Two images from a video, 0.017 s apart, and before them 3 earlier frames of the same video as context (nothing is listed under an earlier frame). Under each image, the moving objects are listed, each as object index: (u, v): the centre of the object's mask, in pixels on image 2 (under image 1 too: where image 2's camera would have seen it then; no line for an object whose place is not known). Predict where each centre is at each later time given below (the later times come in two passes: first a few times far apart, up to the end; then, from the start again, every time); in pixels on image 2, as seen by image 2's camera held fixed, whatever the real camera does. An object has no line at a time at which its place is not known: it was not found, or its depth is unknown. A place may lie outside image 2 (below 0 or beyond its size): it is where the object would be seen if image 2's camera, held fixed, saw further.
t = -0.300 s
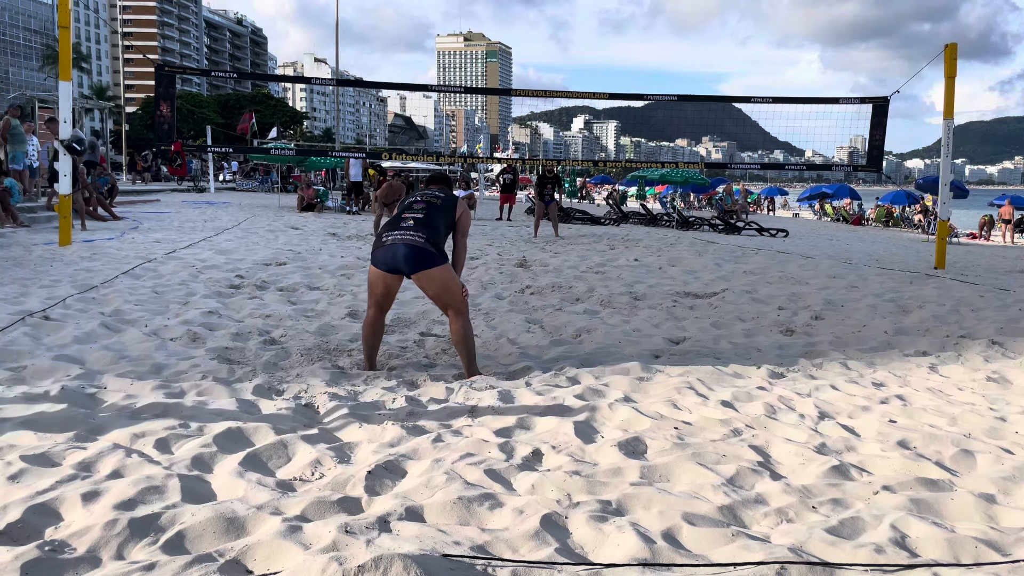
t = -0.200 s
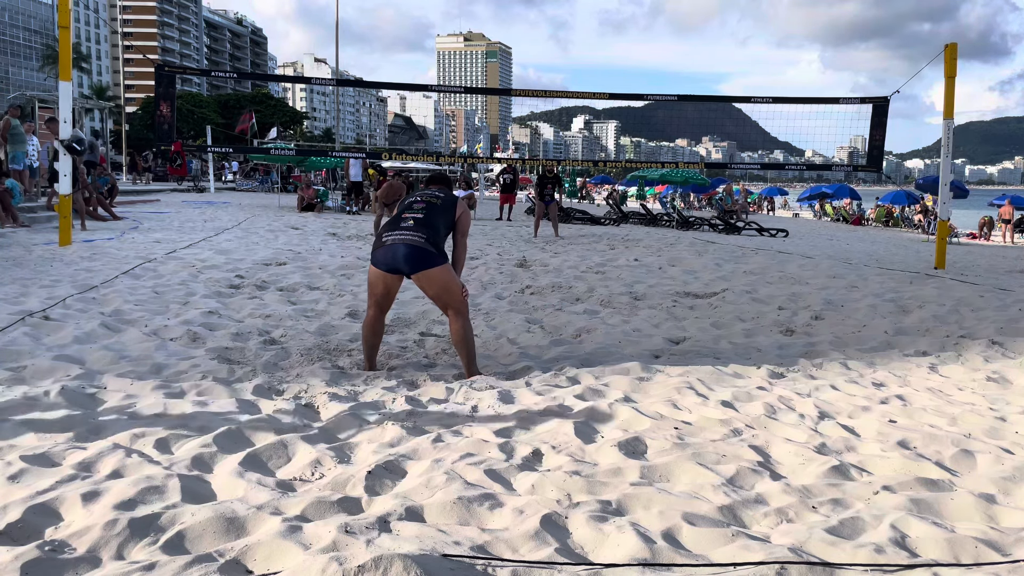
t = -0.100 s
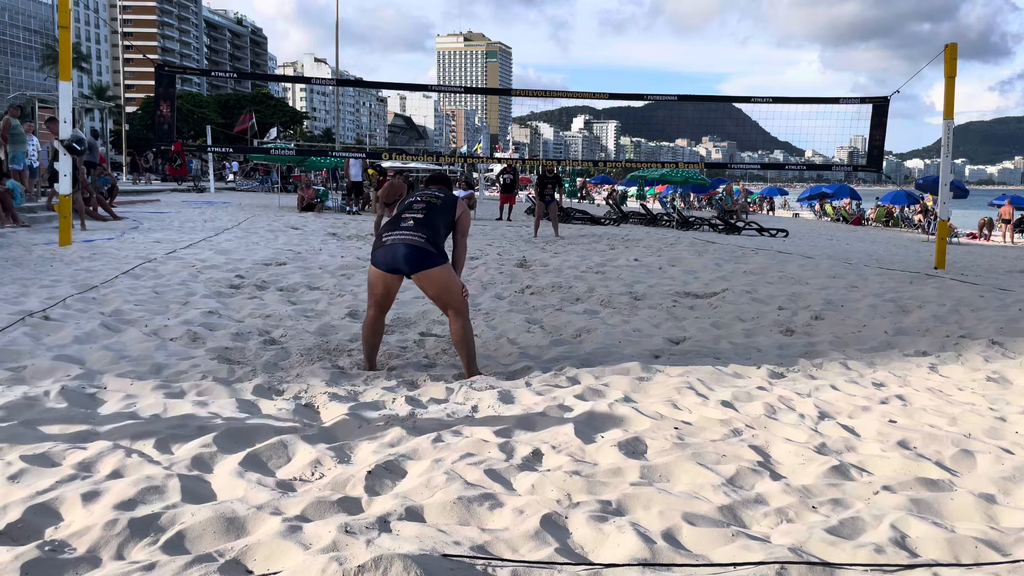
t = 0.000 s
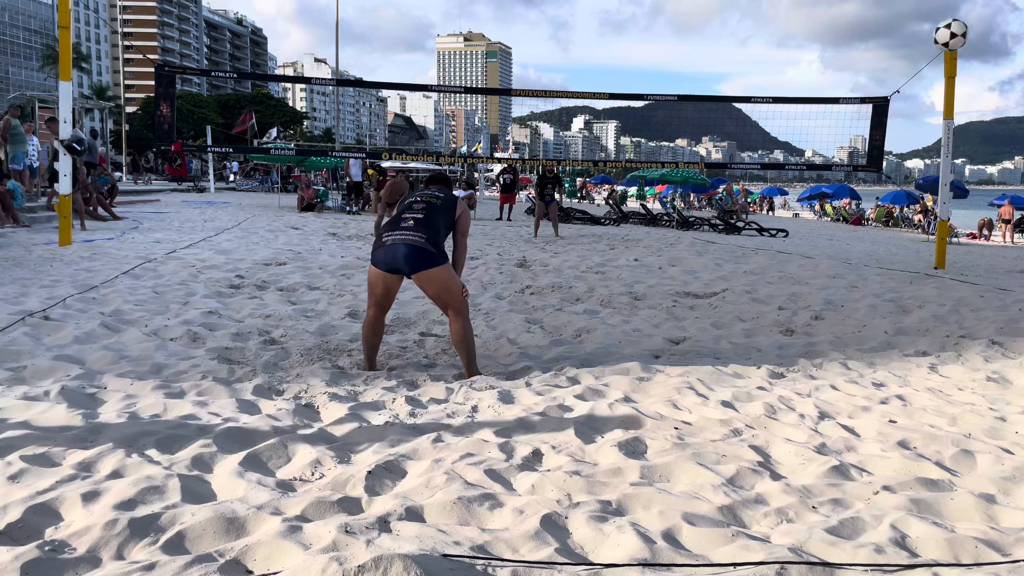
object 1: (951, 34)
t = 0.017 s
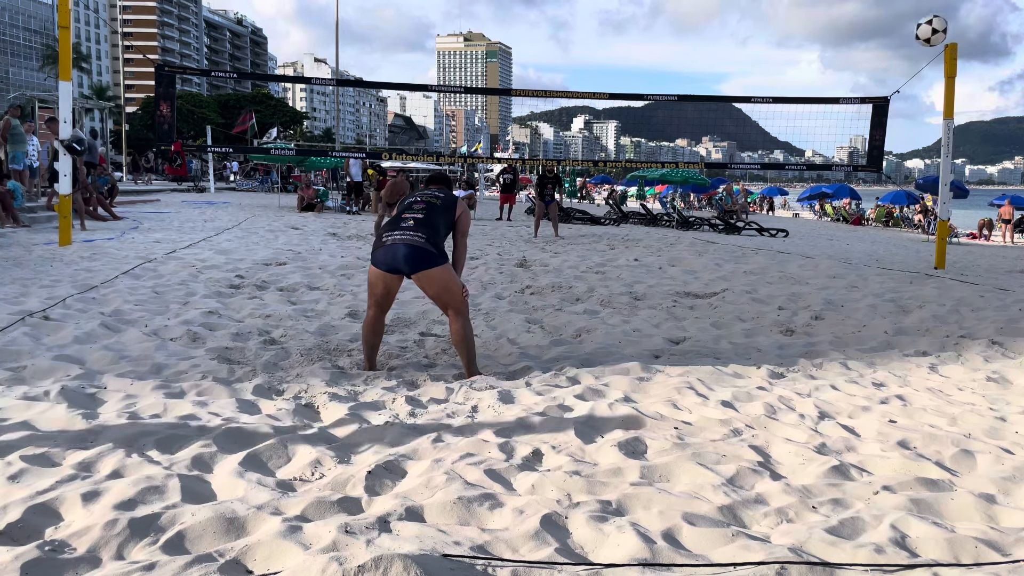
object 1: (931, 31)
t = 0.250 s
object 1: (733, 21)
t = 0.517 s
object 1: (606, 70)
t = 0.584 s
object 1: (583, 86)
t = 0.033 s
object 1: (913, 28)
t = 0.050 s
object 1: (896, 25)
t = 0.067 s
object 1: (879, 22)
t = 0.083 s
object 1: (862, 20)
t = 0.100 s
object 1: (846, 18)
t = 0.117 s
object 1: (831, 17)
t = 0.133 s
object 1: (817, 16)
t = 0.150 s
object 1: (804, 16)
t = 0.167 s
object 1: (791, 16)
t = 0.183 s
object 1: (778, 16)
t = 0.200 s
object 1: (766, 17)
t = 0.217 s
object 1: (755, 18)
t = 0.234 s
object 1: (744, 19)
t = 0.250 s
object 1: (733, 21)
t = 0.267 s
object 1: (723, 22)
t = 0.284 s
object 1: (713, 25)
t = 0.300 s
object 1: (704, 27)
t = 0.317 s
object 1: (694, 29)
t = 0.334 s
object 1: (685, 31)
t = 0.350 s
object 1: (677, 34)
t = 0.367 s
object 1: (669, 37)
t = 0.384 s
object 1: (661, 40)
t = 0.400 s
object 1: (653, 43)
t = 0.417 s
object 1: (645, 47)
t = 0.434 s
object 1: (638, 50)
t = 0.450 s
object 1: (631, 54)
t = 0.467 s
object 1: (625, 58)
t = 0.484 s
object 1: (618, 62)
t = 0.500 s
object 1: (612, 66)
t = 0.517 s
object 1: (606, 70)
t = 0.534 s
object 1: (600, 74)
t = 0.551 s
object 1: (594, 78)
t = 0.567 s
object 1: (588, 82)
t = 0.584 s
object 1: (583, 86)
